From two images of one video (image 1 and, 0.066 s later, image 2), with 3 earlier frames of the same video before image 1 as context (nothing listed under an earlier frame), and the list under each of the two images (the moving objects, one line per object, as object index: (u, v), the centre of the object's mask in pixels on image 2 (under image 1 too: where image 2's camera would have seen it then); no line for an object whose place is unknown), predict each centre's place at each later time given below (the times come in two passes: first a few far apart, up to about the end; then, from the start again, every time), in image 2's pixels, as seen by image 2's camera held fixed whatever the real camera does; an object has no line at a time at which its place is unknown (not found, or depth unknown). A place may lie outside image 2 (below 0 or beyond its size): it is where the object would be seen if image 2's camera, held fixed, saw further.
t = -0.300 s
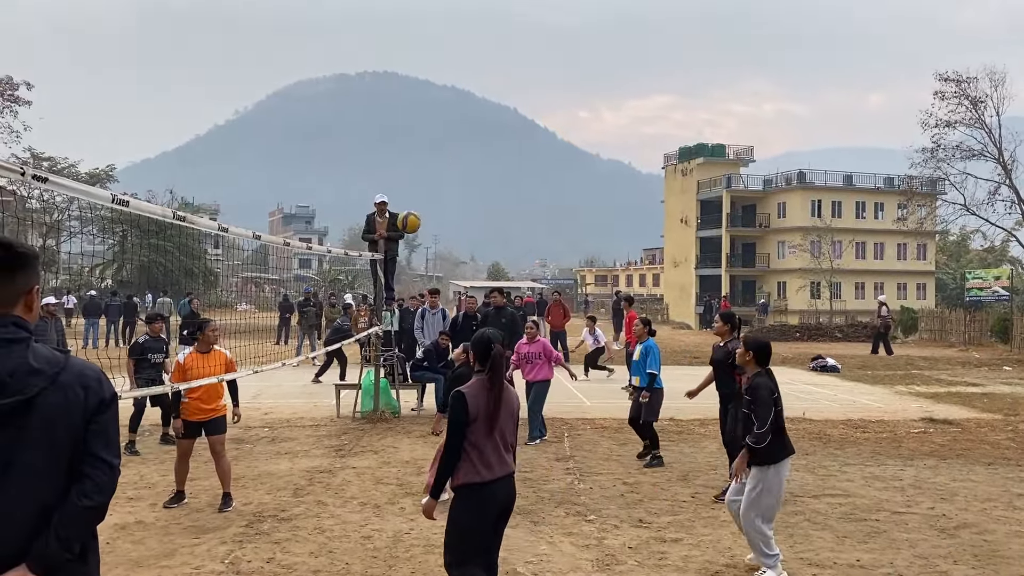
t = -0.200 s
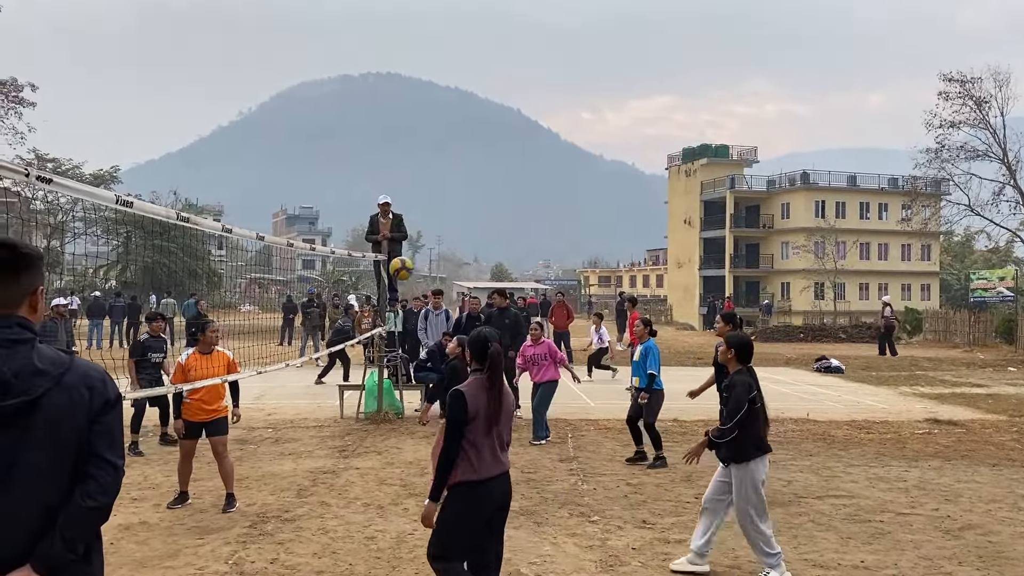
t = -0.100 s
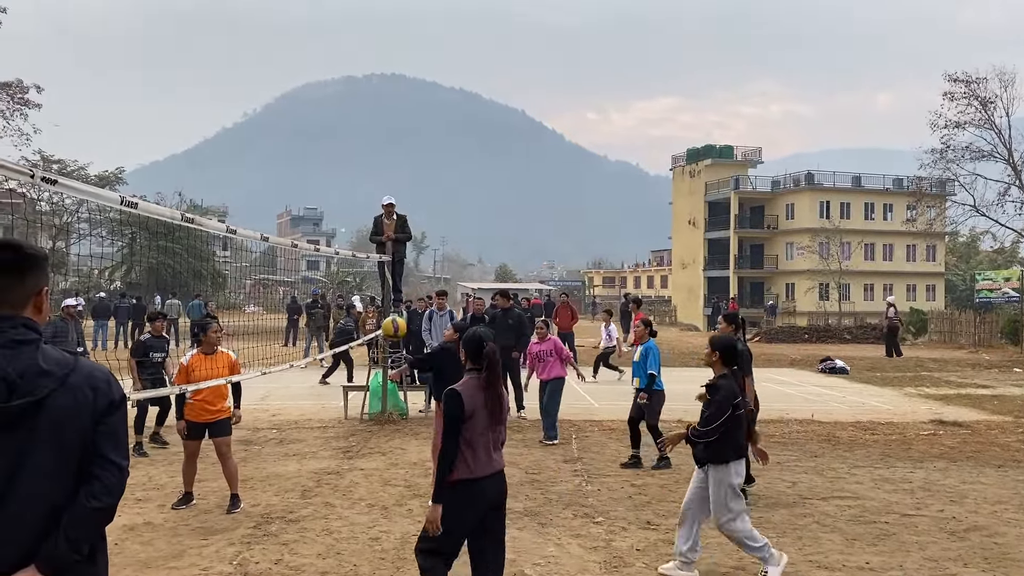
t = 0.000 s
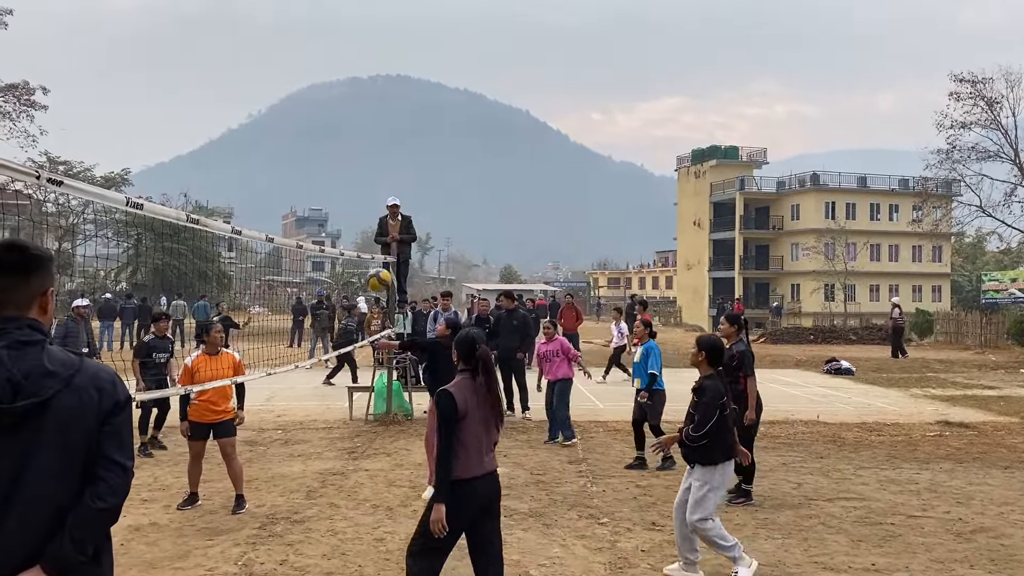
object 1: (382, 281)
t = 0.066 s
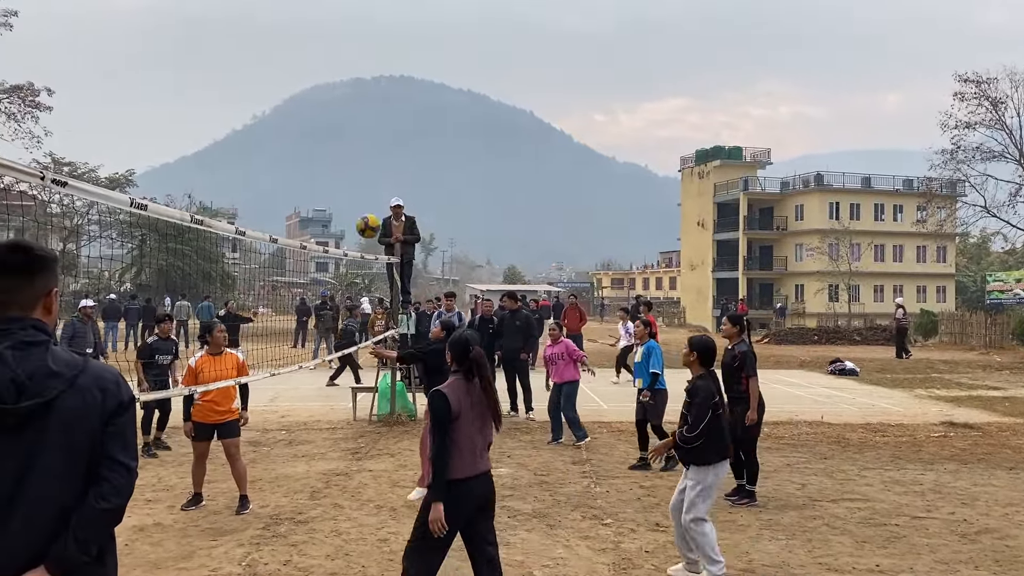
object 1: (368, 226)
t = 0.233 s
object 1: (335, 117)
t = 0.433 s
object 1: (299, 34)
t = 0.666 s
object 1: (259, -2)
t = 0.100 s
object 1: (361, 201)
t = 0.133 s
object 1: (355, 178)
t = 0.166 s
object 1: (348, 156)
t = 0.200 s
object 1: (342, 136)
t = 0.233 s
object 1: (335, 117)
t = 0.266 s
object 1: (329, 100)
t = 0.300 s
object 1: (323, 84)
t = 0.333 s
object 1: (317, 69)
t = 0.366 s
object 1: (311, 56)
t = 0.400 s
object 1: (305, 44)
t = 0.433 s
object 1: (299, 34)
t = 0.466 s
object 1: (293, 24)
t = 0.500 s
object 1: (287, 17)
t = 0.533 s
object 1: (282, 10)
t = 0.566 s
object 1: (276, 5)
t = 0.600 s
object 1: (270, 1)
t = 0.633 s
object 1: (265, 0)
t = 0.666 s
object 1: (259, -2)
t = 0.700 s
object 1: (254, -2)
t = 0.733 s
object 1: (248, -2)
